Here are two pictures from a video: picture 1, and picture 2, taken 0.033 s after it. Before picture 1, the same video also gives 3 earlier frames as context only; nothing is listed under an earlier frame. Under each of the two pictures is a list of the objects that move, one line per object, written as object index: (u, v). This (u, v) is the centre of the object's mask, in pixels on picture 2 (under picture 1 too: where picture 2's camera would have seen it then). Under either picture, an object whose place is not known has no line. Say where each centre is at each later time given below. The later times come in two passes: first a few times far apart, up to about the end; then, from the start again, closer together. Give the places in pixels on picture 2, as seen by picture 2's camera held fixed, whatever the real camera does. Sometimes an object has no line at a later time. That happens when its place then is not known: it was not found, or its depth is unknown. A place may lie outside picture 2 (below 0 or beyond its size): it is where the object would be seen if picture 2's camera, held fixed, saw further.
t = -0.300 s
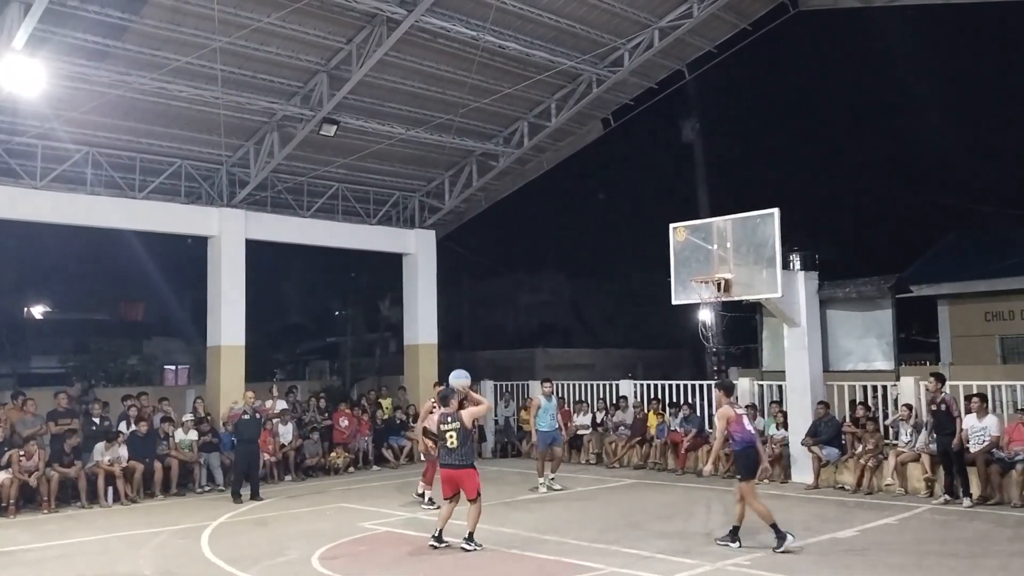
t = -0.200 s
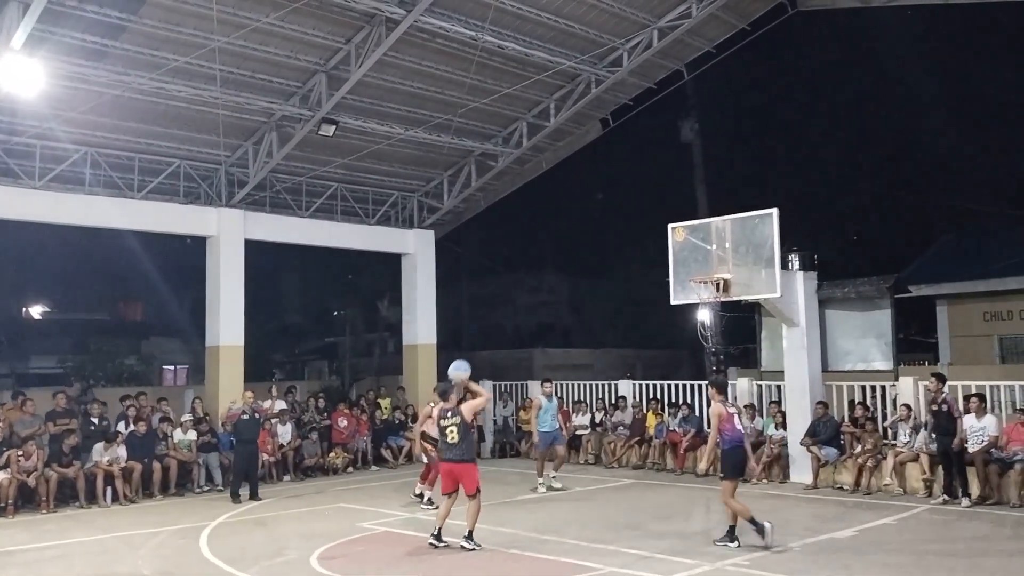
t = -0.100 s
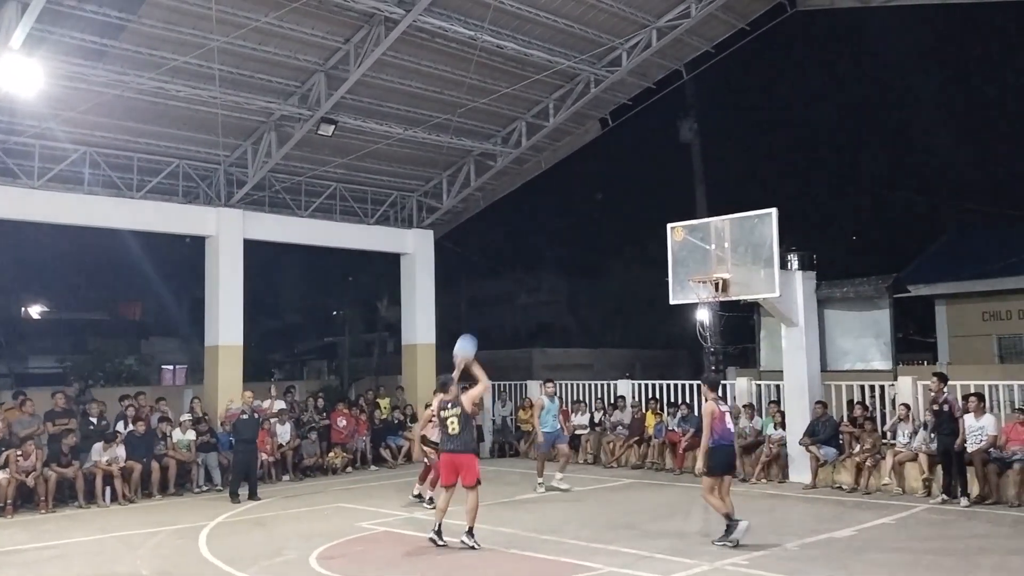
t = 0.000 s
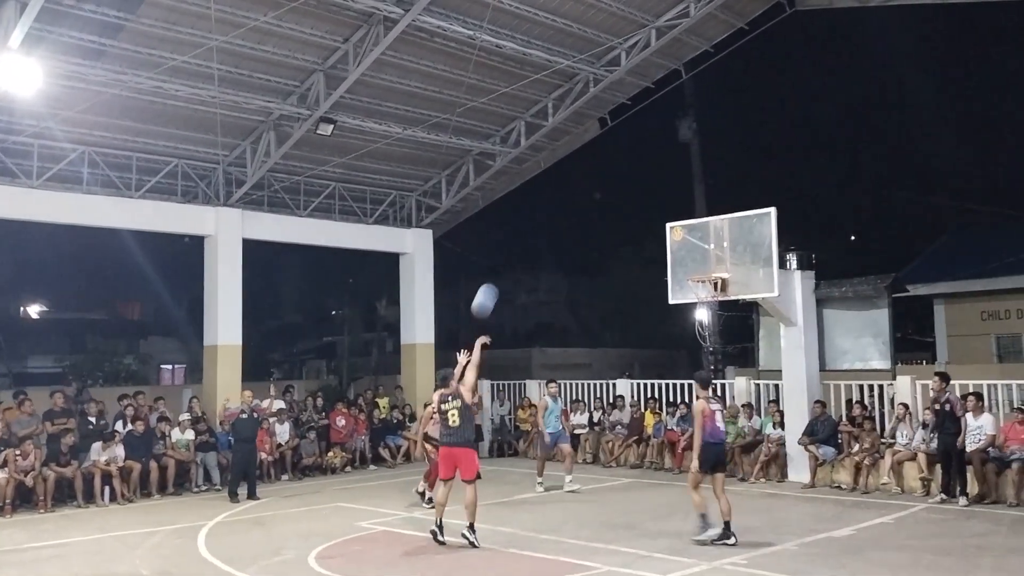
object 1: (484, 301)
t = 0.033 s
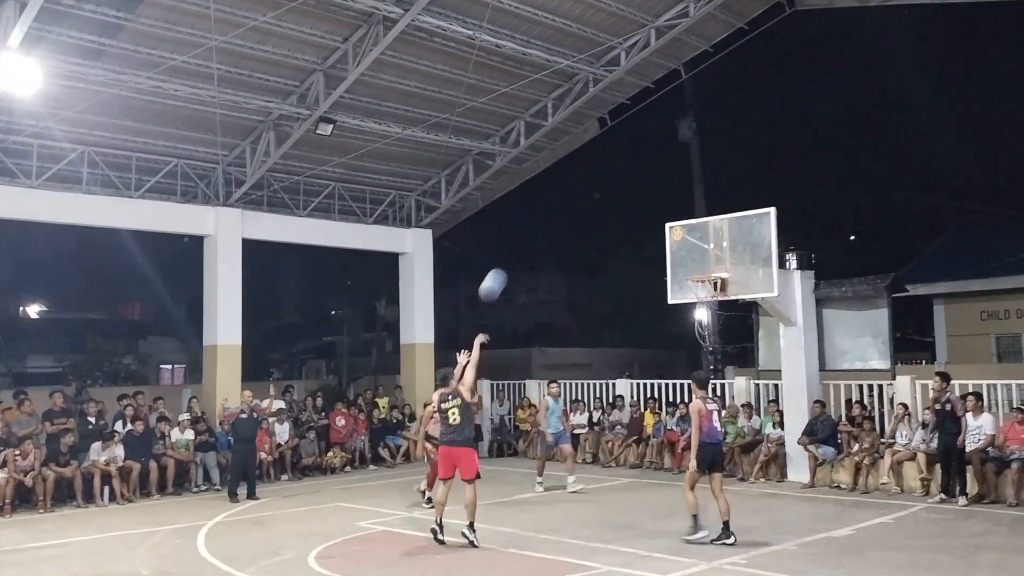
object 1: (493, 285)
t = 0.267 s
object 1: (551, 207)
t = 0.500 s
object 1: (603, 180)
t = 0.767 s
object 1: (658, 198)
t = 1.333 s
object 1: (669, 213)
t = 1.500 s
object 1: (642, 200)
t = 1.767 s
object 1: (601, 218)
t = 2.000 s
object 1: (569, 272)
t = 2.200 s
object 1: (542, 347)
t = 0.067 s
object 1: (501, 271)
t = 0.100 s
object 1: (510, 257)
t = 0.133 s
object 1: (519, 245)
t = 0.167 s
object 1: (527, 234)
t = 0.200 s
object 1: (535, 224)
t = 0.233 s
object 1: (543, 215)
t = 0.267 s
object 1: (551, 207)
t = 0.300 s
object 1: (559, 201)
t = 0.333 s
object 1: (567, 195)
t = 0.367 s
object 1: (574, 190)
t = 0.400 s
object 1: (581, 187)
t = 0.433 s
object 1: (589, 184)
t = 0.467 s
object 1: (596, 182)
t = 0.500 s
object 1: (603, 180)
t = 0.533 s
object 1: (610, 180)
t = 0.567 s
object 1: (617, 180)
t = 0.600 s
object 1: (624, 181)
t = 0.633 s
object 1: (631, 183)
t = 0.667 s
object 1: (638, 186)
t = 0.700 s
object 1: (645, 190)
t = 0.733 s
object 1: (651, 194)
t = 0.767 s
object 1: (658, 198)
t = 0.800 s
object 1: (665, 204)
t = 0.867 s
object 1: (676, 214)
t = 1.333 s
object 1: (669, 213)
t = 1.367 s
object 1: (664, 209)
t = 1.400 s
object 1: (658, 206)
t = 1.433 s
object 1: (653, 203)
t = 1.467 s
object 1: (647, 201)
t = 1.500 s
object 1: (642, 200)
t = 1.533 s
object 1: (637, 200)
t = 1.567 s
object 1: (632, 201)
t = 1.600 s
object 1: (627, 202)
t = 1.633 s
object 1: (622, 204)
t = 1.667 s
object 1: (617, 206)
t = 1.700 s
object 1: (611, 210)
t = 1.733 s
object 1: (606, 213)
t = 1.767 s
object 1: (601, 218)
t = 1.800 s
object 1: (597, 224)
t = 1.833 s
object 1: (592, 230)
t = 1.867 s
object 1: (588, 237)
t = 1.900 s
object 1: (583, 245)
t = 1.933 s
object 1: (578, 253)
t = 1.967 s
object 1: (573, 263)
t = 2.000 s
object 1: (569, 272)
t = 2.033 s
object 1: (564, 283)
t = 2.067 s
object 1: (560, 294)
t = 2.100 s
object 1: (556, 306)
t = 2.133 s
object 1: (551, 320)
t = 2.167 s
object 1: (547, 333)
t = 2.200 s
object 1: (542, 347)
